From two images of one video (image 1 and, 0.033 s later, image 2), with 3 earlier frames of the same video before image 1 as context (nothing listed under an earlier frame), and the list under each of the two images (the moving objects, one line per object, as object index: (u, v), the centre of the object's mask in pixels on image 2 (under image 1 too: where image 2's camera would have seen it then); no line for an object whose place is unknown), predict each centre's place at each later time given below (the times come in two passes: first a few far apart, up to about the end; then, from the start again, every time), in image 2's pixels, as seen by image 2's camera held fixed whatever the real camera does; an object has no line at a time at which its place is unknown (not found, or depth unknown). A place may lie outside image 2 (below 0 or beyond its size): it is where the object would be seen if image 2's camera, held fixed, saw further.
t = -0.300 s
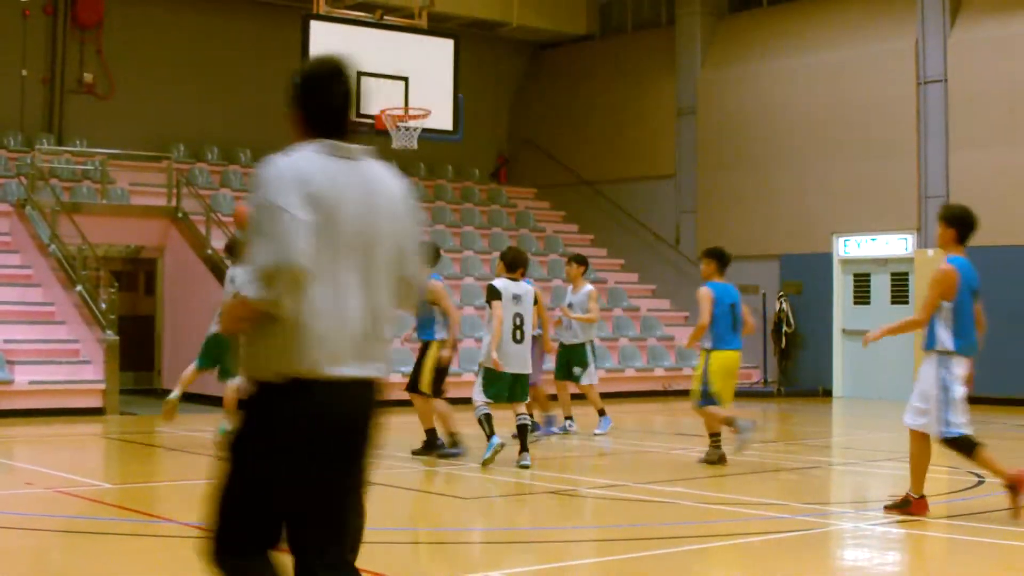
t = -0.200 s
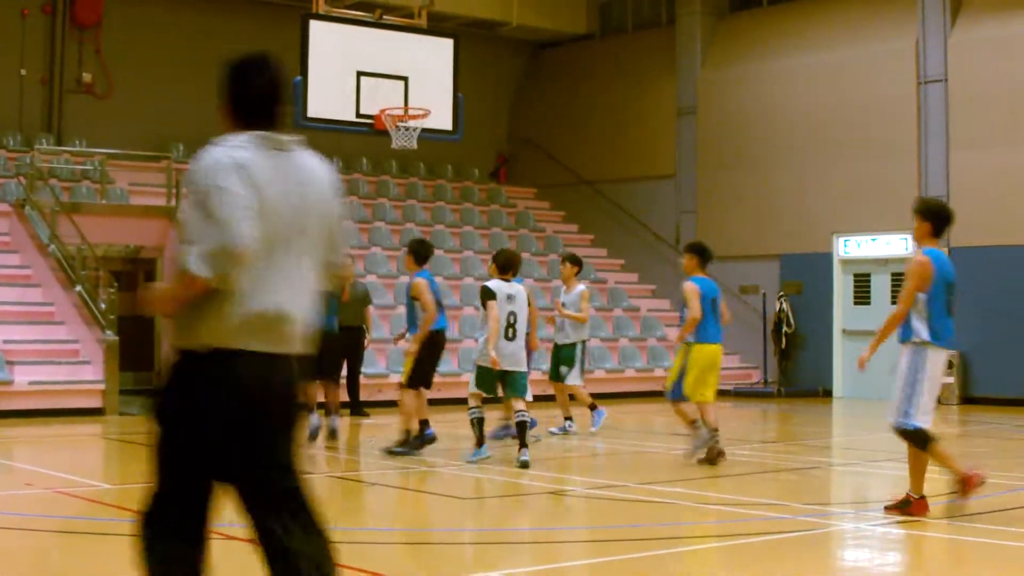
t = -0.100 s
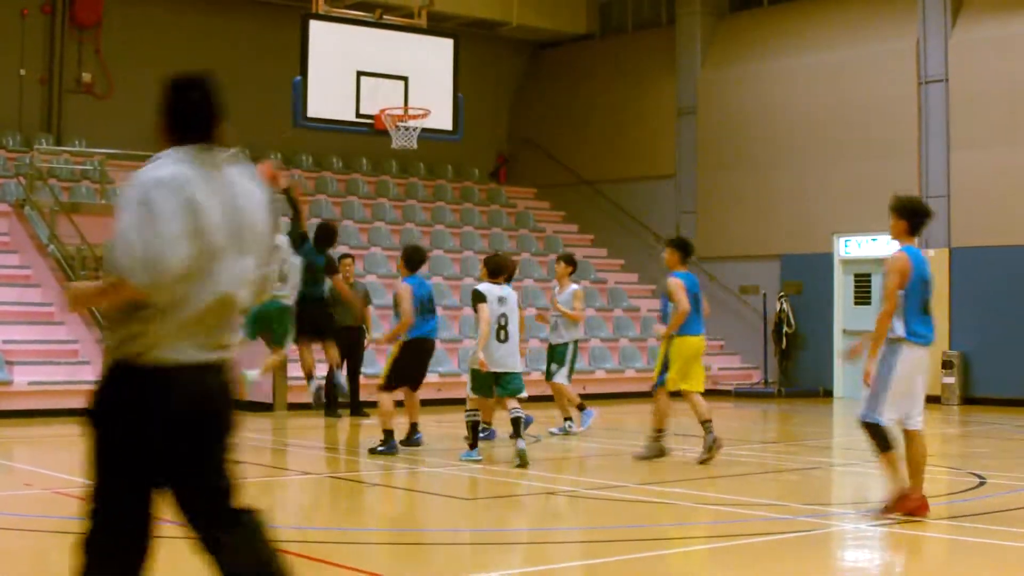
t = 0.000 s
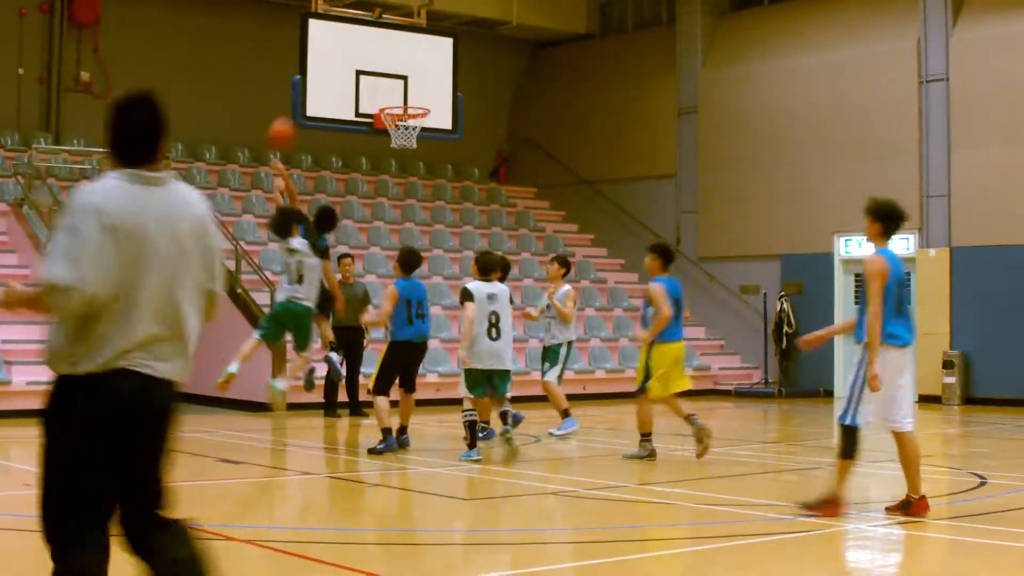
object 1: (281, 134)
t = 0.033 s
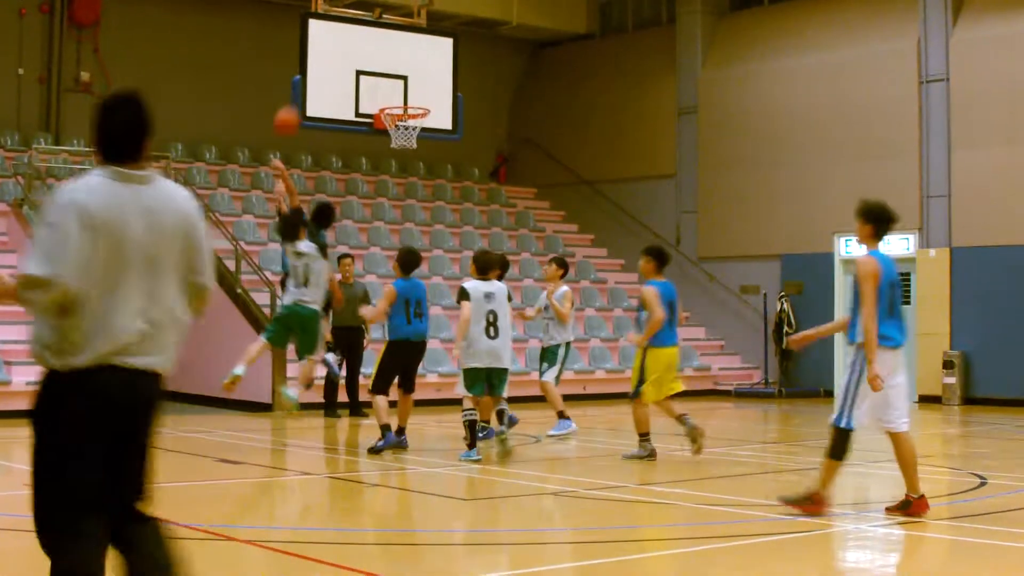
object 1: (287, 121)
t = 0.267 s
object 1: (323, 74)
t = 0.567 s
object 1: (388, 94)
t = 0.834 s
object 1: (416, 98)
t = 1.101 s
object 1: (414, 105)
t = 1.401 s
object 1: (397, 187)
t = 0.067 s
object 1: (293, 111)
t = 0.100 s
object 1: (297, 102)
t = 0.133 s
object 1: (302, 94)
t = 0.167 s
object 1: (308, 87)
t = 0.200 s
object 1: (313, 82)
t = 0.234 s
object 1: (318, 77)
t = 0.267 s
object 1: (323, 74)
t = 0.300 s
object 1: (328, 72)
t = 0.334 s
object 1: (336, 71)
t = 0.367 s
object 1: (343, 69)
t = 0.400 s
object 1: (350, 72)
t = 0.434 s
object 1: (358, 74)
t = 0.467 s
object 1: (365, 77)
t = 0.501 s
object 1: (373, 82)
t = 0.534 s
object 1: (381, 87)
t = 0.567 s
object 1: (388, 94)
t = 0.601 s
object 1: (392, 92)
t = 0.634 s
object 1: (396, 89)
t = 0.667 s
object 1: (399, 88)
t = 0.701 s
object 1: (403, 88)
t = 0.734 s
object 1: (406, 89)
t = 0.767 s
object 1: (410, 91)
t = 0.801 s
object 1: (413, 94)
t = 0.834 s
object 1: (416, 98)
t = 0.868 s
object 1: (417, 98)
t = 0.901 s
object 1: (417, 98)
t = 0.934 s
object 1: (417, 98)
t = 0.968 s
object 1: (417, 99)
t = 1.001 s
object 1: (417, 101)
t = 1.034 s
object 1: (417, 103)
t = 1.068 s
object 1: (416, 105)
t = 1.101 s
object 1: (414, 105)
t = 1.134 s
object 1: (412, 119)
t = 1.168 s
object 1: (411, 122)
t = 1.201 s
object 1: (409, 128)
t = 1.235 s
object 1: (408, 140)
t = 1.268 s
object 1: (405, 151)
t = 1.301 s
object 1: (403, 156)
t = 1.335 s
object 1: (402, 163)
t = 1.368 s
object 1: (399, 176)
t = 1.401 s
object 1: (397, 187)
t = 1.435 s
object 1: (396, 200)
